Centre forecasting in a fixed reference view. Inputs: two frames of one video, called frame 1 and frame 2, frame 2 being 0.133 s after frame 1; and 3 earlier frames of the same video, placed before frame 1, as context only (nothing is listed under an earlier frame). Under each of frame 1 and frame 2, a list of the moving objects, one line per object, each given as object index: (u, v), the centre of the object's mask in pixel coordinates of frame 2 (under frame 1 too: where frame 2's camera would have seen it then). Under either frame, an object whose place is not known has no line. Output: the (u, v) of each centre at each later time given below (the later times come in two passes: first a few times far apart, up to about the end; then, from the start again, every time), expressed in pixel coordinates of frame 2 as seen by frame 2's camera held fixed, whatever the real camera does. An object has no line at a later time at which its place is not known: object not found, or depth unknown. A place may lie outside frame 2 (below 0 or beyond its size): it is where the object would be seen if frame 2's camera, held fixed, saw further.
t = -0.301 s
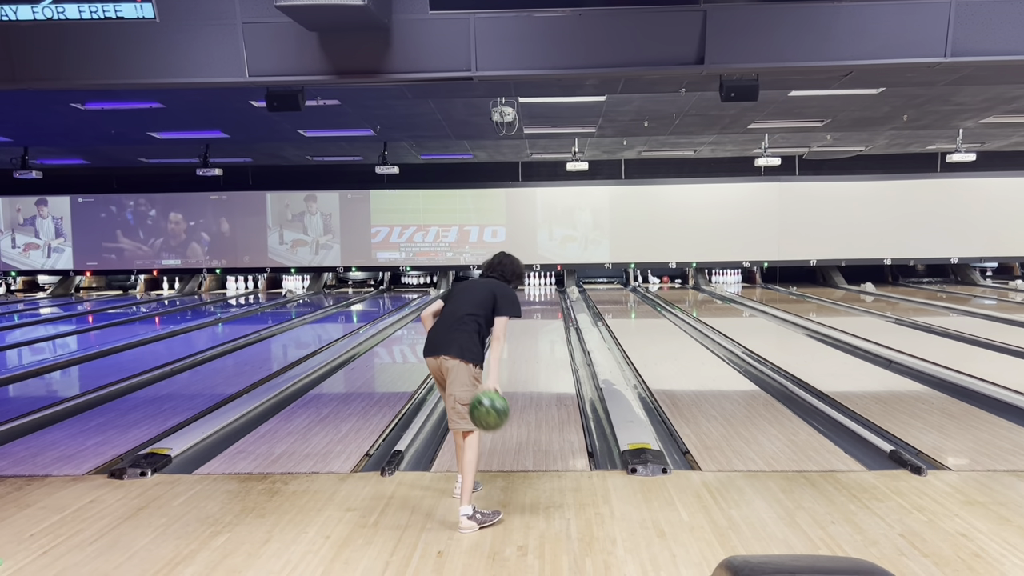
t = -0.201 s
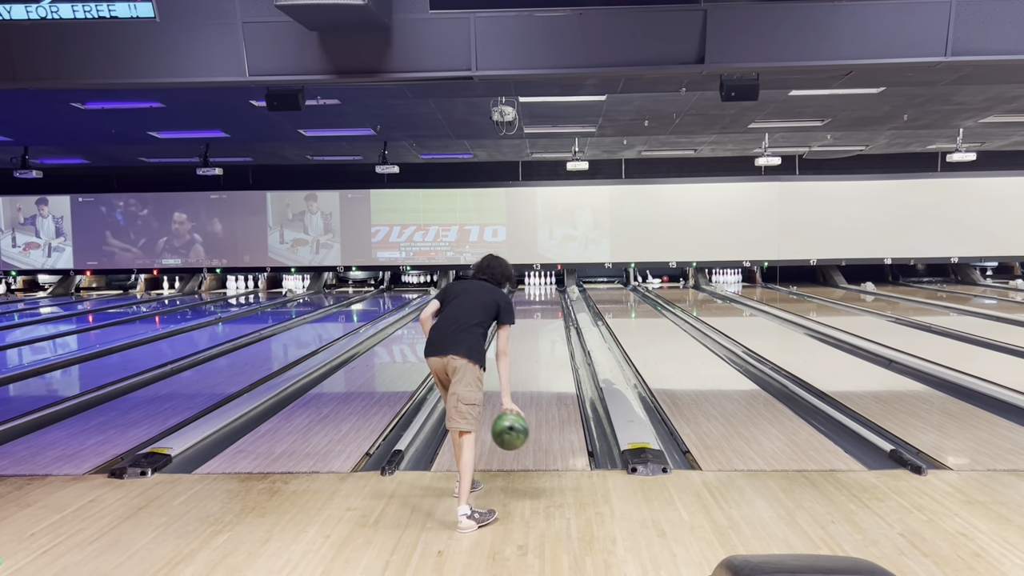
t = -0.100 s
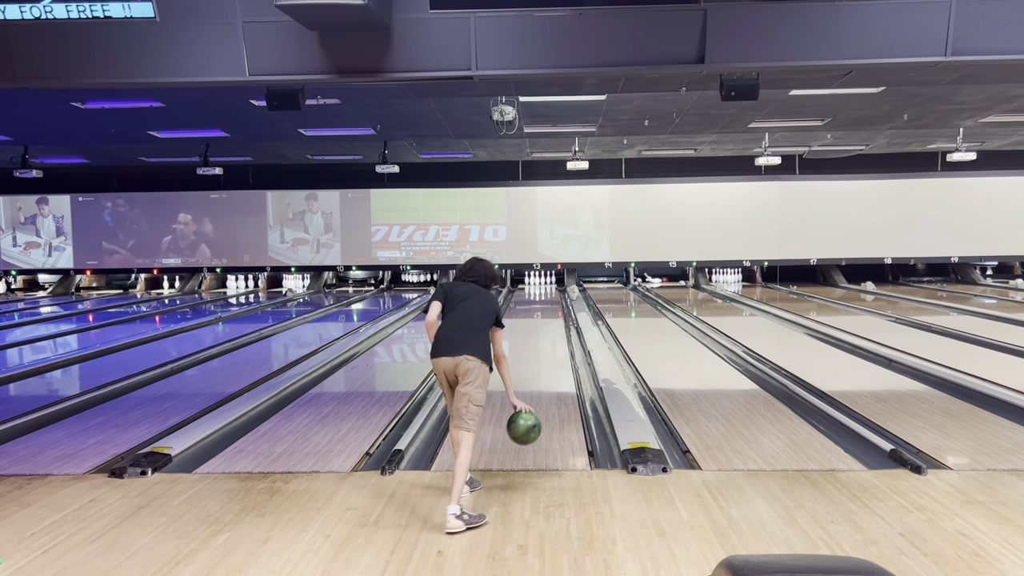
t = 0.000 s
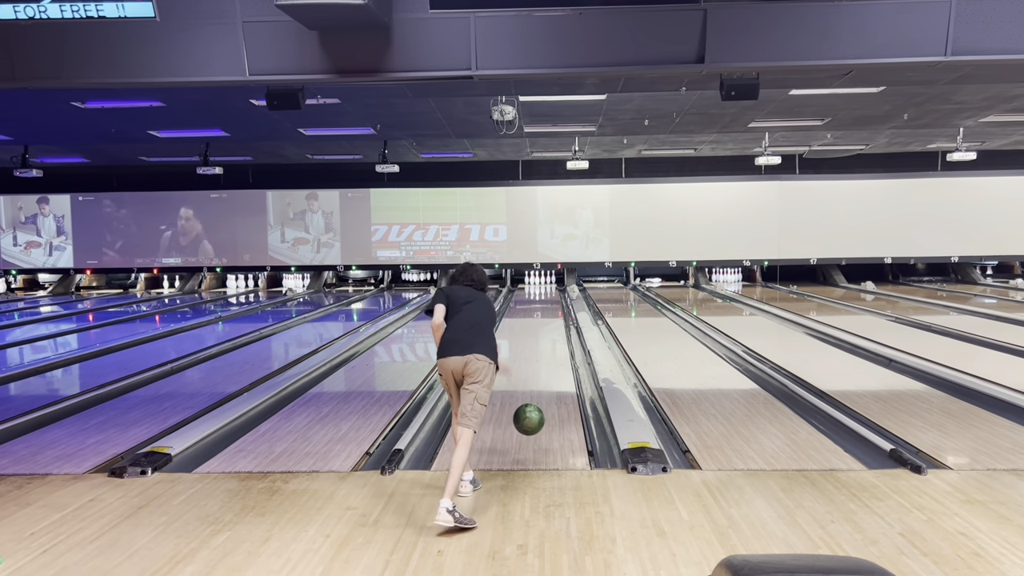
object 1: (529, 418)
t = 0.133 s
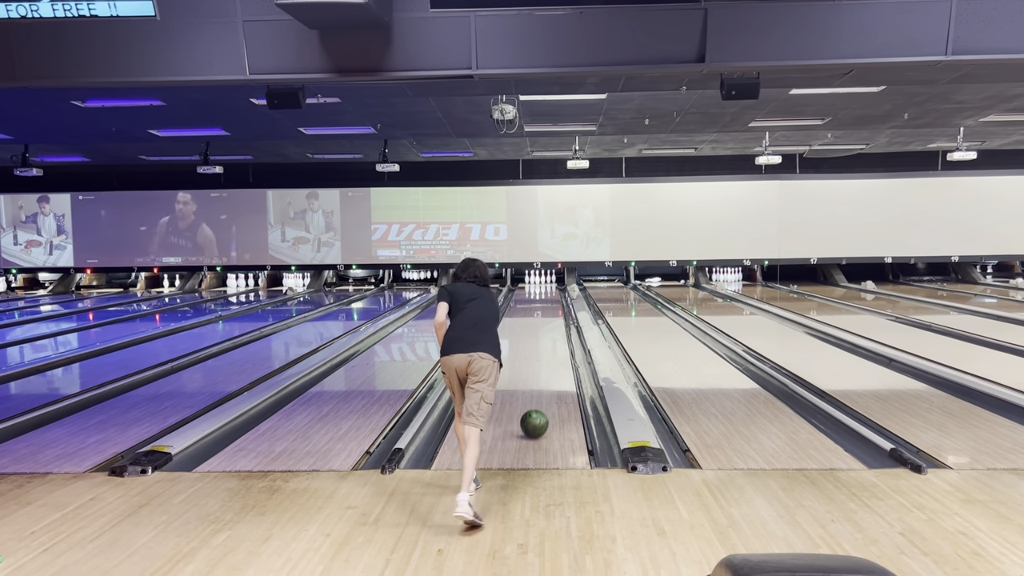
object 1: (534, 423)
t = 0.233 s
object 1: (537, 410)
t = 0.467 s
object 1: (542, 384)
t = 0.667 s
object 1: (545, 367)
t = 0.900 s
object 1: (547, 352)
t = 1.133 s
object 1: (549, 340)
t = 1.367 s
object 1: (550, 330)
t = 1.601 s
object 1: (550, 322)
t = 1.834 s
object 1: (550, 316)
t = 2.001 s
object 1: (550, 312)
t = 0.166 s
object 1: (535, 418)
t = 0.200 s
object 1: (536, 414)
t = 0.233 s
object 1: (537, 410)
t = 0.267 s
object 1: (538, 405)
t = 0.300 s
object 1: (538, 401)
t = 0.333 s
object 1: (539, 397)
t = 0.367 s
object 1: (540, 394)
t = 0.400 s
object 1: (540, 390)
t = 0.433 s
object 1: (541, 387)
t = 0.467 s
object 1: (542, 384)
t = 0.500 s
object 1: (542, 380)
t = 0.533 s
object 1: (543, 377)
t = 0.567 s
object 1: (543, 374)
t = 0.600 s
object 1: (544, 372)
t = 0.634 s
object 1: (544, 369)
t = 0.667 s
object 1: (545, 367)
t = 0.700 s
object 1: (545, 364)
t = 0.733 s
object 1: (545, 362)
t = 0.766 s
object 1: (546, 360)
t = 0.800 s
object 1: (546, 358)
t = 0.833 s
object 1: (547, 356)
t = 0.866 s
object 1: (547, 354)
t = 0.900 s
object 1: (547, 352)
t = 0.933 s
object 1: (547, 350)
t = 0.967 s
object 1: (548, 348)
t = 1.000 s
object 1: (548, 347)
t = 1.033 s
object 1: (548, 345)
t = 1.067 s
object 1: (548, 343)
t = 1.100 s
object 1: (549, 342)
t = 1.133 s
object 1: (549, 340)
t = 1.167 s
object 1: (549, 339)
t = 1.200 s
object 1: (549, 337)
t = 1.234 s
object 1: (549, 336)
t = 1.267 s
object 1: (549, 334)
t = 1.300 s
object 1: (550, 333)
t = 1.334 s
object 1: (550, 332)
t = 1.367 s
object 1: (550, 330)
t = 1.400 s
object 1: (550, 329)
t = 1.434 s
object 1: (550, 328)
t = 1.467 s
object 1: (550, 327)
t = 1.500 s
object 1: (550, 326)
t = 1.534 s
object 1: (550, 325)
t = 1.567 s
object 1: (550, 323)
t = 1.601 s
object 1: (550, 322)
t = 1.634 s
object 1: (550, 321)
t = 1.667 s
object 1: (550, 320)
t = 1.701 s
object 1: (550, 319)
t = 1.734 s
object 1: (550, 318)
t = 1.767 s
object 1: (550, 317)
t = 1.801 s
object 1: (550, 317)
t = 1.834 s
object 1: (550, 316)
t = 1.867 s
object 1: (550, 315)
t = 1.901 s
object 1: (550, 314)
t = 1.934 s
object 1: (550, 313)
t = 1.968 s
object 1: (550, 312)
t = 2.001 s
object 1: (550, 312)
